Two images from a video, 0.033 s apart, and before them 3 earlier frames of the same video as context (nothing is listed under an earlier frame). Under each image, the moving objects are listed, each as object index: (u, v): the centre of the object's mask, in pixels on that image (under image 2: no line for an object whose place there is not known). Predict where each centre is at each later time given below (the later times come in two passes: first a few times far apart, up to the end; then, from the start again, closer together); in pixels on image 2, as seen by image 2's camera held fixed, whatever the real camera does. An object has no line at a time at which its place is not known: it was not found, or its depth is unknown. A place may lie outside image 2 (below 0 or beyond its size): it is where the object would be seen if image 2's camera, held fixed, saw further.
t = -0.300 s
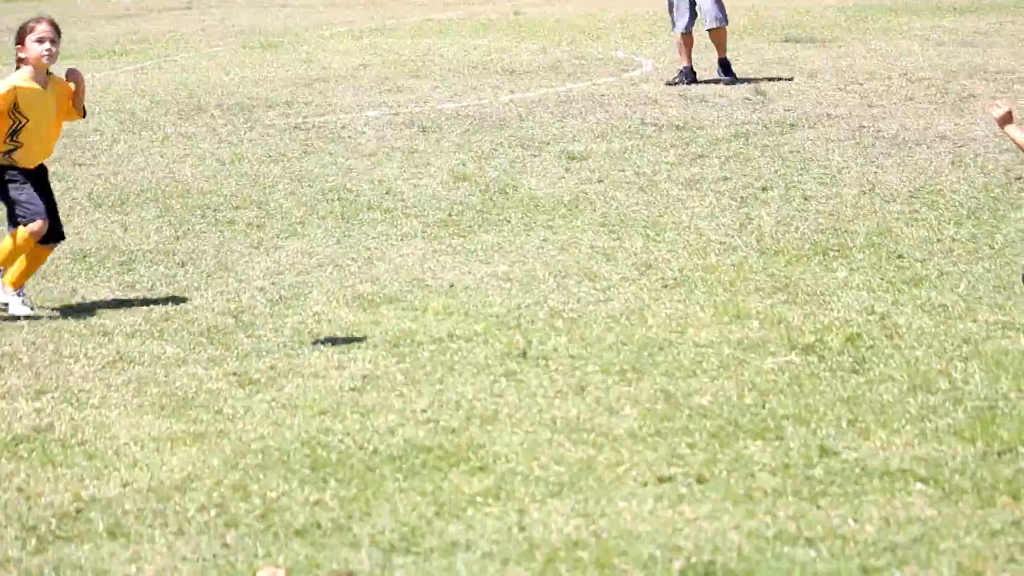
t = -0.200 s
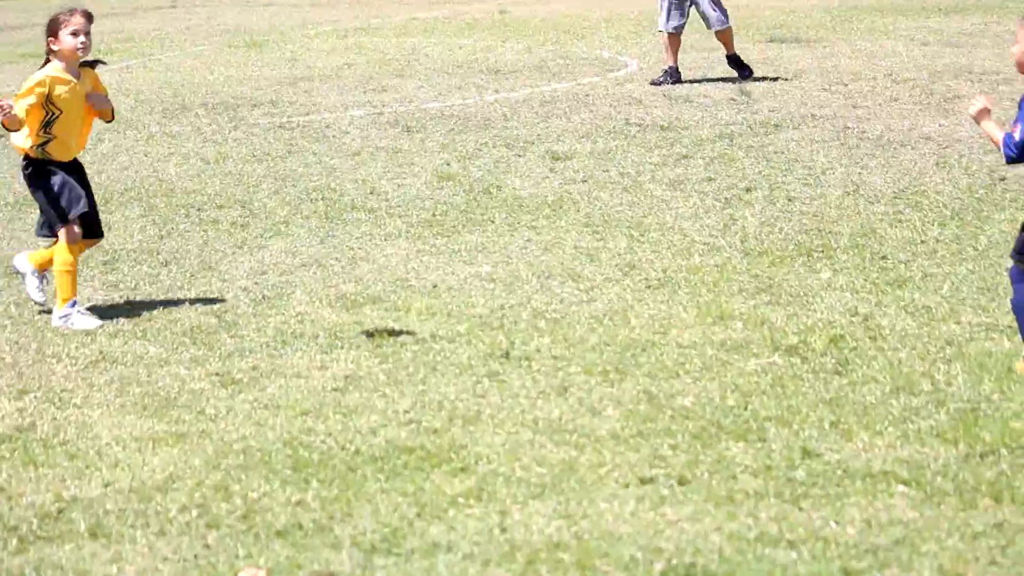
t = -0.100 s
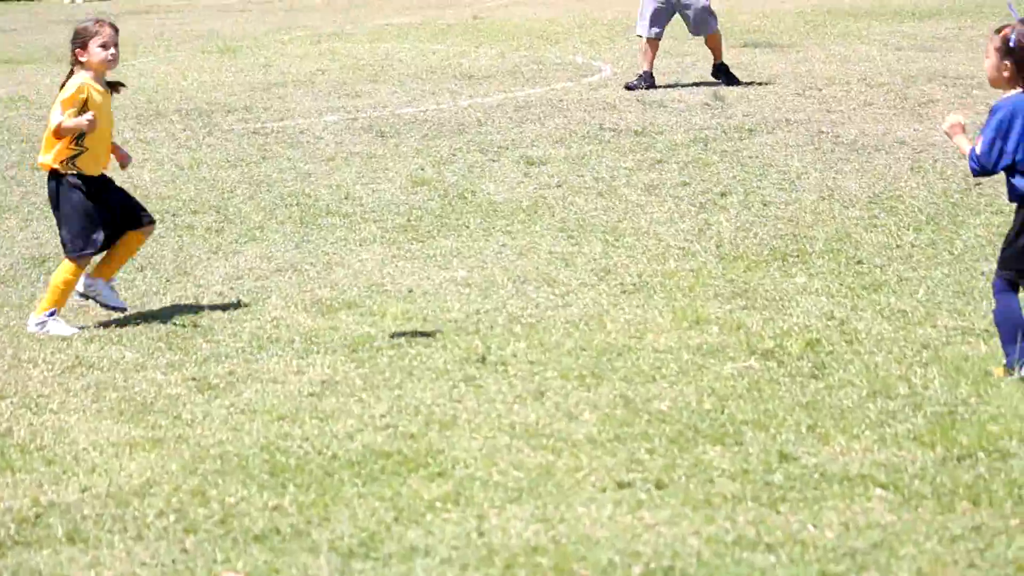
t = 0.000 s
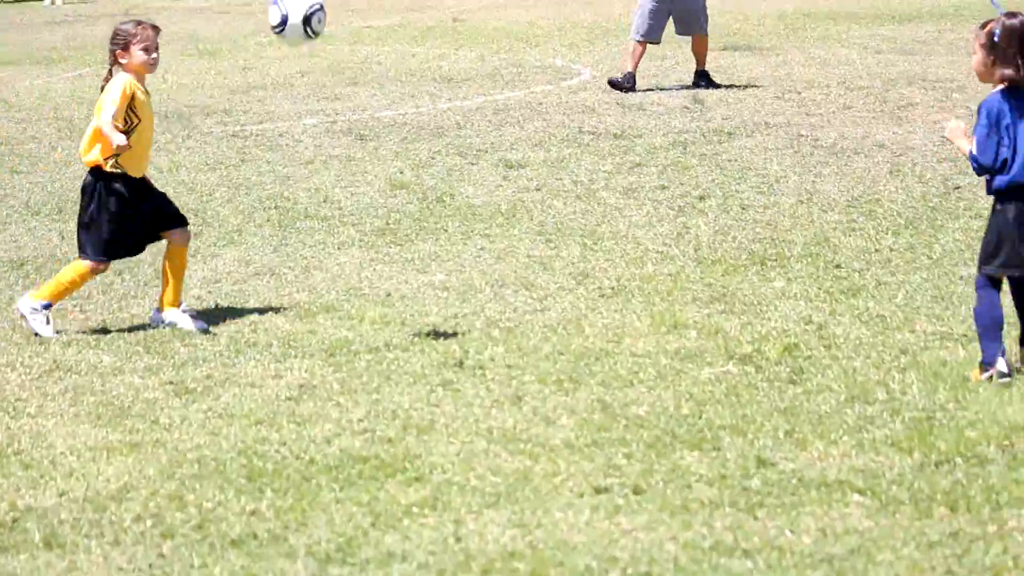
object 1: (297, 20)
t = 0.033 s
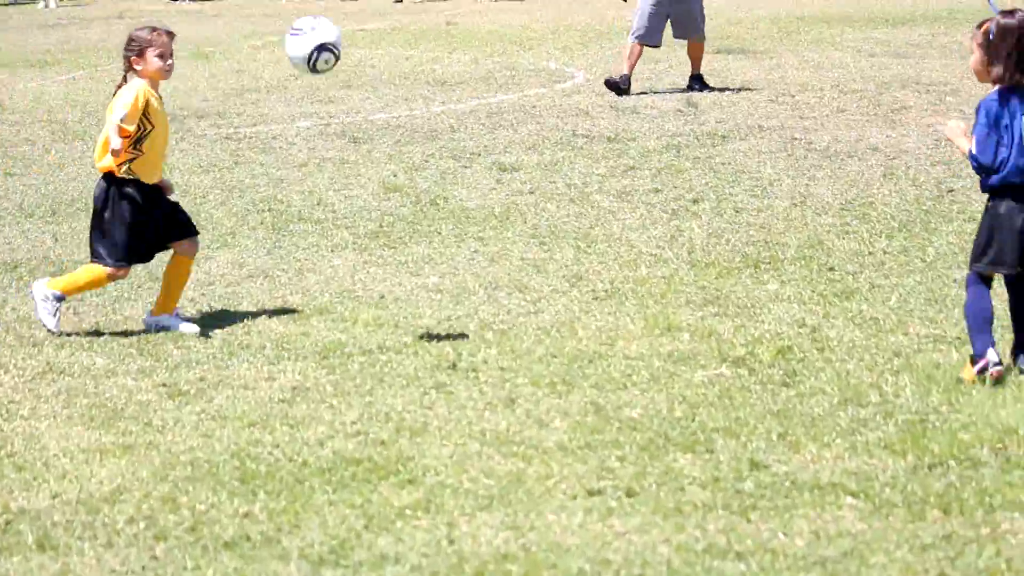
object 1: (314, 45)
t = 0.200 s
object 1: (431, 223)
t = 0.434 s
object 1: (576, 203)
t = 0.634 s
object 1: (692, 154)
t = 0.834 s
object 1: (804, 214)
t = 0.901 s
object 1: (843, 259)
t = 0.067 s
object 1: (338, 72)
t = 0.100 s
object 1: (362, 106)
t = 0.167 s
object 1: (408, 180)
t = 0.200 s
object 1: (431, 223)
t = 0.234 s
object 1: (454, 266)
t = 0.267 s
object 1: (476, 313)
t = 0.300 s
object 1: (496, 296)
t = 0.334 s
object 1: (516, 268)
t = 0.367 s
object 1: (536, 244)
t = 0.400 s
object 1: (556, 222)
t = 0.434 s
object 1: (576, 203)
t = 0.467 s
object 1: (596, 187)
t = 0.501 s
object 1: (614, 175)
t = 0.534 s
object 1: (633, 163)
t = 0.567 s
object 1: (654, 158)
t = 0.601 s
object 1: (673, 154)
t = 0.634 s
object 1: (692, 154)
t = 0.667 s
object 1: (712, 157)
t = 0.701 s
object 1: (731, 164)
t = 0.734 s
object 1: (750, 172)
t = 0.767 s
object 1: (767, 182)
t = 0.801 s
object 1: (785, 197)
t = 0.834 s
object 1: (804, 214)
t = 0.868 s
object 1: (823, 235)
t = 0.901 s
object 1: (843, 259)
